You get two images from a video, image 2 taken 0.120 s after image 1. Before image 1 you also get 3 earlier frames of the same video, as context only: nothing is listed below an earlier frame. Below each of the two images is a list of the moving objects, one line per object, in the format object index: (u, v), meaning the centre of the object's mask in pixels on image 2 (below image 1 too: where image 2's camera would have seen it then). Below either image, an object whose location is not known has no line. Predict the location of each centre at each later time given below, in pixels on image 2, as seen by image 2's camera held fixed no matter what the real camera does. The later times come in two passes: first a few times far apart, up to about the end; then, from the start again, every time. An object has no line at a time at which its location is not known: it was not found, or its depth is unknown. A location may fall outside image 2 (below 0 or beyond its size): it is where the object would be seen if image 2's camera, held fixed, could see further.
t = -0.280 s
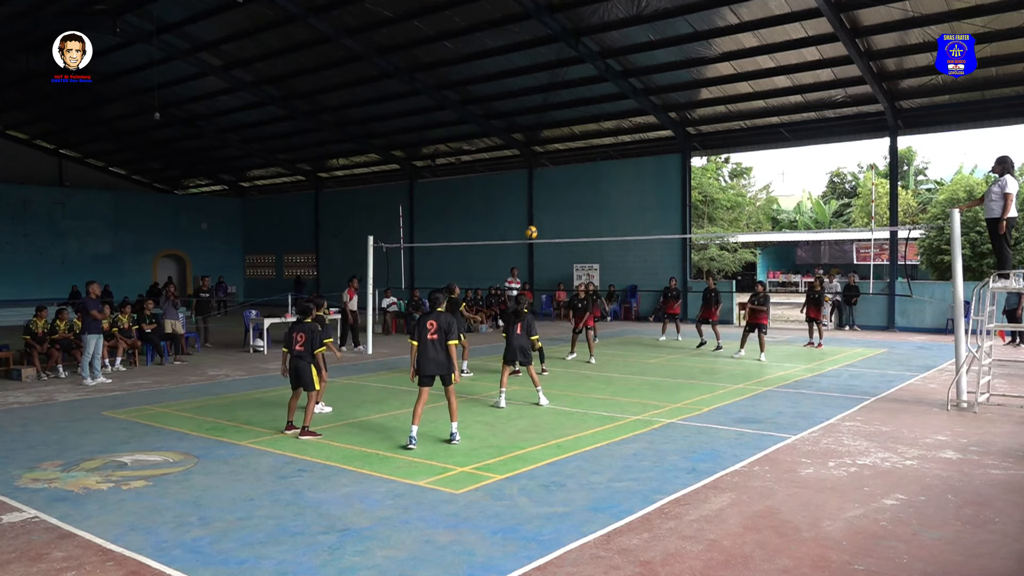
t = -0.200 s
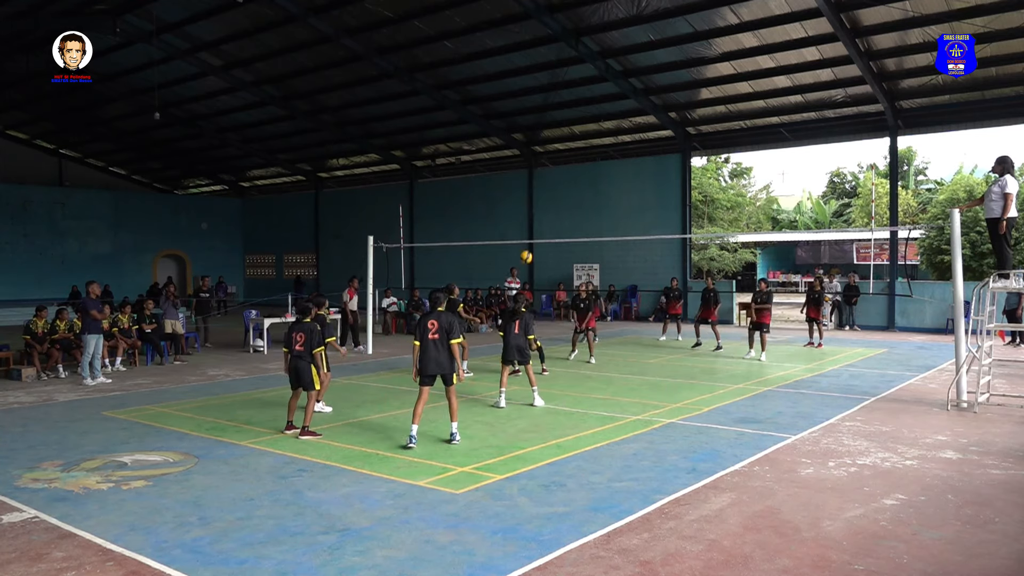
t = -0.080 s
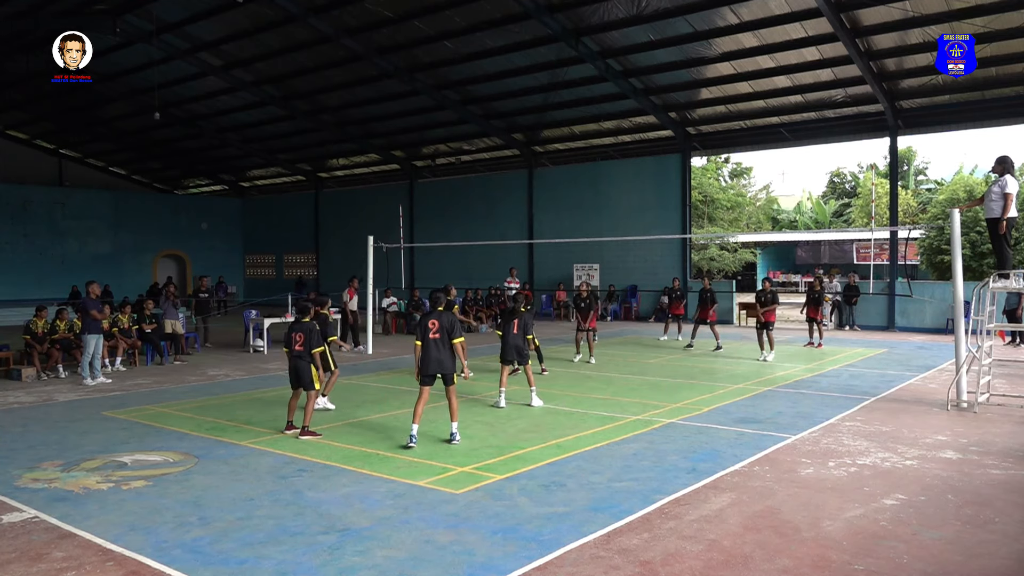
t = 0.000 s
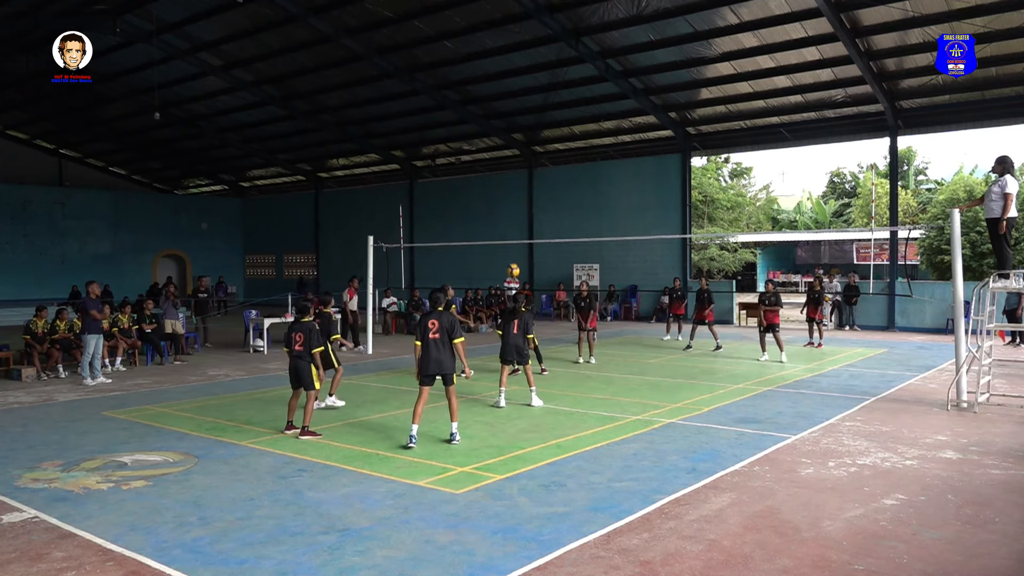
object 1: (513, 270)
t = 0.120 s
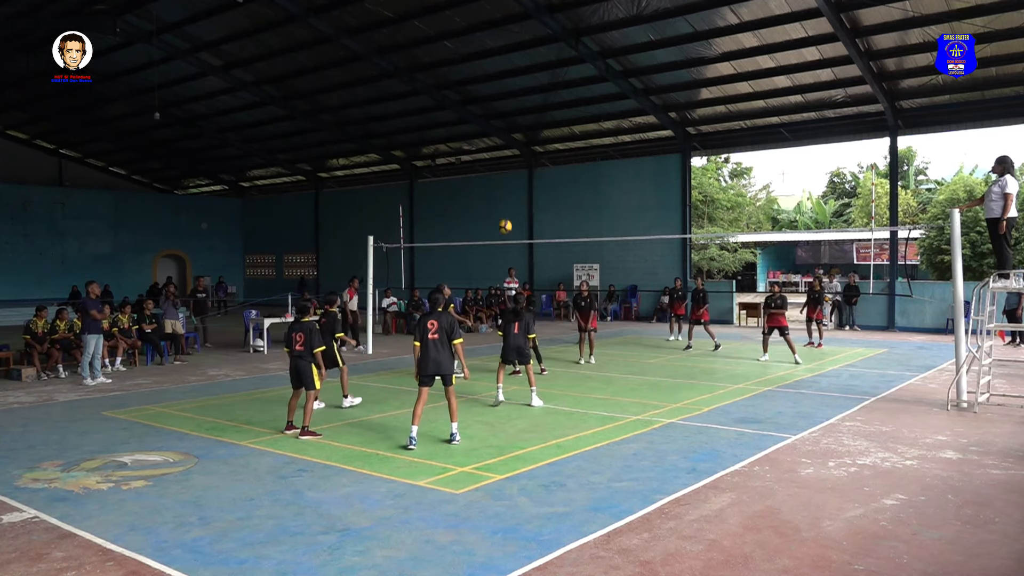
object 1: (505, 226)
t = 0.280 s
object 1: (494, 179)
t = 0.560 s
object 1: (474, 129)
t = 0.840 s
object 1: (451, 129)
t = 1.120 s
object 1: (427, 188)
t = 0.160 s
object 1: (502, 213)
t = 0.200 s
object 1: (500, 201)
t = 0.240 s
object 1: (497, 189)
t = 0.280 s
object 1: (494, 179)
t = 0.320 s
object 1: (491, 169)
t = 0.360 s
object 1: (488, 161)
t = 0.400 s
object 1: (485, 152)
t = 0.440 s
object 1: (483, 145)
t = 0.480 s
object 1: (480, 138)
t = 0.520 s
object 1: (476, 134)
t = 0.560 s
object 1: (474, 129)
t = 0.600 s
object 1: (470, 126)
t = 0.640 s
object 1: (467, 124)
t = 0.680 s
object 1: (464, 123)
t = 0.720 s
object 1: (460, 123)
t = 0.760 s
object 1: (457, 124)
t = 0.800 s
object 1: (454, 126)
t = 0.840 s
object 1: (451, 129)
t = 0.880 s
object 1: (447, 134)
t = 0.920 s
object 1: (444, 140)
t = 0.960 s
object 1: (440, 147)
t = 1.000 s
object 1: (437, 155)
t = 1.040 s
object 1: (433, 165)
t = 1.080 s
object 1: (430, 176)
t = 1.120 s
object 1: (427, 188)
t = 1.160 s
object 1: (423, 202)
